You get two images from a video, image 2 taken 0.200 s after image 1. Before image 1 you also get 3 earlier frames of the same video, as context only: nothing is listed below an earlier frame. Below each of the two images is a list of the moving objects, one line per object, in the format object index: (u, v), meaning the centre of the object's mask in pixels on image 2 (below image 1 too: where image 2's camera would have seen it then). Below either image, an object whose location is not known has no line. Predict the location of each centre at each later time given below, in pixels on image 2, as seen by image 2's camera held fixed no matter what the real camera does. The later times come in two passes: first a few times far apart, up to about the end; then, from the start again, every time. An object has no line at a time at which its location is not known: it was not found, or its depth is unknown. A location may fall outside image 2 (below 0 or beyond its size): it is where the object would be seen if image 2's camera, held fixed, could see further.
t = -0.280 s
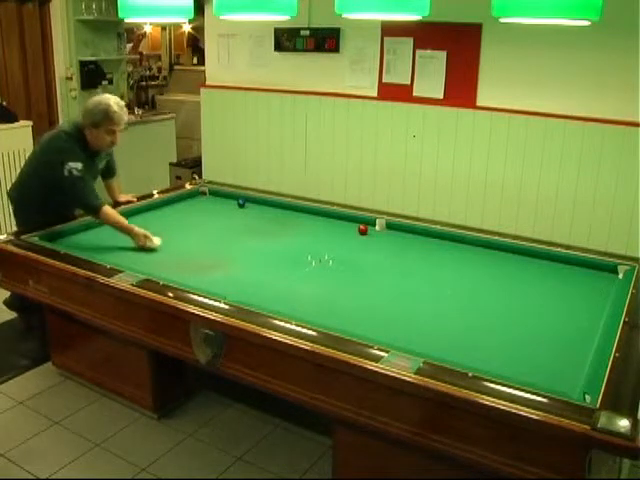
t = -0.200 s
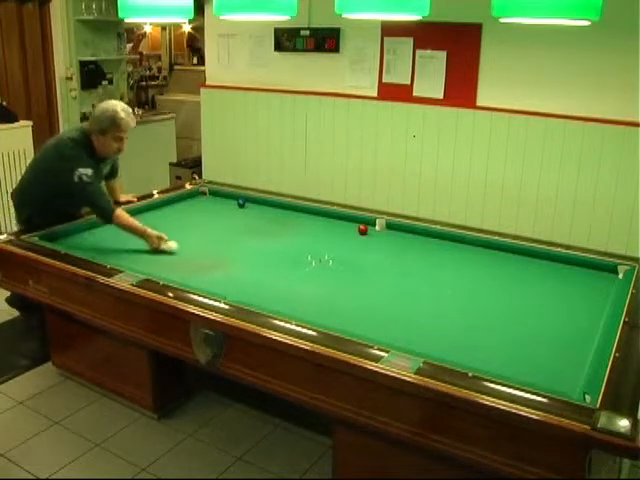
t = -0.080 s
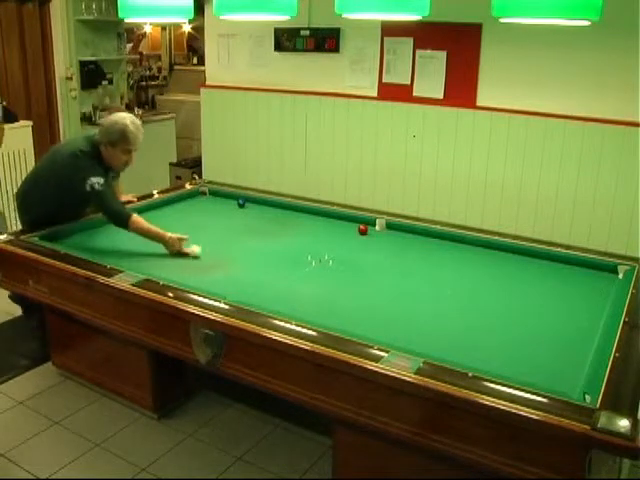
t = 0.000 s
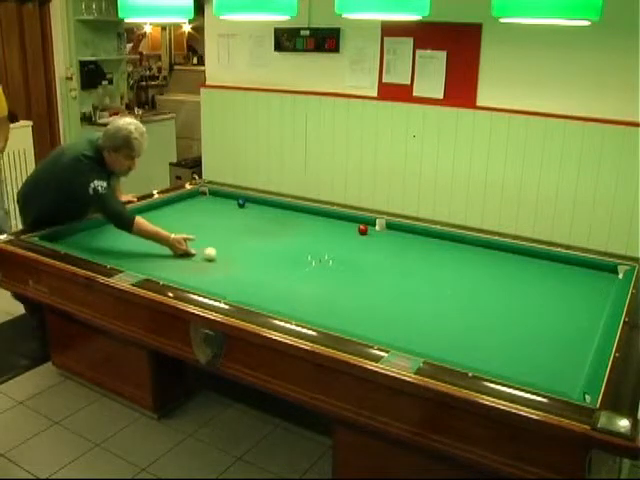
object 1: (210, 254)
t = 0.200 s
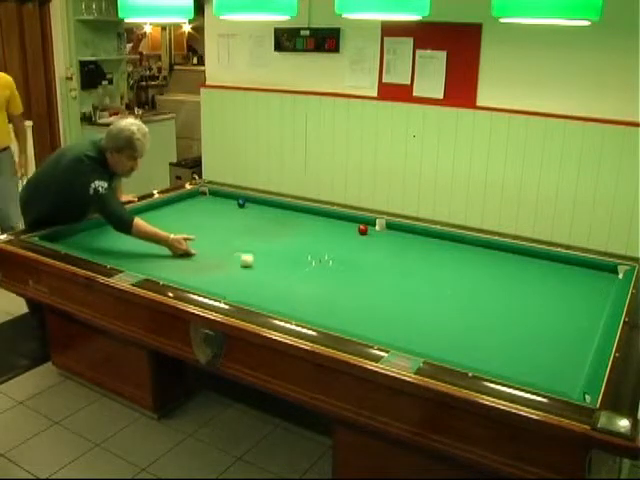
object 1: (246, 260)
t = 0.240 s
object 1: (254, 262)
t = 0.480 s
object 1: (301, 269)
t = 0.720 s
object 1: (350, 278)
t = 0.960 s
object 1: (402, 286)
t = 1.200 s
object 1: (455, 295)
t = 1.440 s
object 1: (510, 304)
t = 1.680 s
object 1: (567, 313)
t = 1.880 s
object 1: (592, 316)
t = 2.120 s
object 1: (557, 306)
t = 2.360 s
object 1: (526, 297)
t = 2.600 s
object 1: (497, 289)
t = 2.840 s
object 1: (470, 281)
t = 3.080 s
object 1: (444, 274)
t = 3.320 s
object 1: (421, 267)
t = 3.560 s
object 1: (399, 261)
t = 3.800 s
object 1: (379, 254)
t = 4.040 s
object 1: (359, 248)
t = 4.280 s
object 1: (341, 244)
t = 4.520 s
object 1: (325, 239)
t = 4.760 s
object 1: (309, 234)
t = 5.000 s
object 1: (294, 230)
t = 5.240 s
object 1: (280, 226)
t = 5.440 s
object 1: (269, 223)
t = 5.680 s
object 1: (257, 220)
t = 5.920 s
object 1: (245, 216)
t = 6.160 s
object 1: (235, 213)
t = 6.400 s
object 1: (225, 211)
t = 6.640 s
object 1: (215, 208)
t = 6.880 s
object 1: (206, 205)
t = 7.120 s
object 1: (198, 203)
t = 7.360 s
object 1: (190, 201)
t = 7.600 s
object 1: (183, 199)
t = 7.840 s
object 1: (185, 199)
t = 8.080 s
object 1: (190, 199)
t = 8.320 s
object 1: (195, 200)
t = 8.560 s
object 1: (199, 200)
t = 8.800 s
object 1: (203, 201)
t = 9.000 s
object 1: (206, 201)
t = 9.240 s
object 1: (209, 202)
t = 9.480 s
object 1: (212, 202)
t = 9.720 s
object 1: (215, 202)
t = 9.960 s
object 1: (217, 202)
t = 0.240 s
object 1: (254, 262)
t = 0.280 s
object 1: (262, 263)
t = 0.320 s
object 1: (269, 264)
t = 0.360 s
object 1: (277, 265)
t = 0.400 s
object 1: (285, 267)
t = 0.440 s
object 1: (293, 268)
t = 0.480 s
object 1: (301, 269)
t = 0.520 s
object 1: (309, 271)
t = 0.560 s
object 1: (317, 272)
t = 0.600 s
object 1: (326, 273)
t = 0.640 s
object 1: (334, 275)
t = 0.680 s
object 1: (342, 276)
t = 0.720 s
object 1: (350, 278)
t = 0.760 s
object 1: (359, 279)
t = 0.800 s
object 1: (367, 280)
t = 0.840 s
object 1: (376, 282)
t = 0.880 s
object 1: (384, 283)
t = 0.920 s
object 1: (393, 285)
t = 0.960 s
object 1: (402, 286)
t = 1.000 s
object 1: (410, 288)
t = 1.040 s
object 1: (419, 289)
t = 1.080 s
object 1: (428, 290)
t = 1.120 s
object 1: (437, 292)
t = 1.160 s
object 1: (446, 294)
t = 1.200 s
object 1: (455, 295)
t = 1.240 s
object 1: (464, 297)
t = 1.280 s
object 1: (472, 298)
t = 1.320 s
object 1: (482, 300)
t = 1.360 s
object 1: (491, 301)
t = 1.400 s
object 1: (501, 302)
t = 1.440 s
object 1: (510, 304)
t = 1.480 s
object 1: (519, 305)
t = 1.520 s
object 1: (528, 307)
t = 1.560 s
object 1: (538, 308)
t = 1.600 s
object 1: (548, 310)
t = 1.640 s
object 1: (557, 311)
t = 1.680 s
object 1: (567, 313)
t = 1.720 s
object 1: (576, 314)
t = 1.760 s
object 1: (585, 316)
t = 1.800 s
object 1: (595, 318)
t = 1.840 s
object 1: (598, 318)
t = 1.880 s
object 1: (592, 316)
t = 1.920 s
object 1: (584, 314)
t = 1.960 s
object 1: (579, 312)
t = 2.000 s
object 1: (573, 311)
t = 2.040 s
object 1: (568, 309)
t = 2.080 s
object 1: (562, 308)
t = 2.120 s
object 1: (557, 306)
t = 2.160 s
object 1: (552, 305)
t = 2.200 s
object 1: (546, 303)
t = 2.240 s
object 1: (541, 302)
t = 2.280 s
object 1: (536, 300)
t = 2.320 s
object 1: (531, 299)
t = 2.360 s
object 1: (526, 297)
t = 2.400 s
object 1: (520, 296)
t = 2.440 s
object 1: (516, 295)
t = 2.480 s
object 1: (511, 293)
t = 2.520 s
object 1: (507, 292)
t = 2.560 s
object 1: (502, 290)
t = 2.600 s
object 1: (497, 289)
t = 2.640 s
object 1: (492, 288)
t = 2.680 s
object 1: (488, 286)
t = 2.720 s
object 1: (483, 285)
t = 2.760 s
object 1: (479, 284)
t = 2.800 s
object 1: (474, 282)
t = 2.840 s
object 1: (470, 281)
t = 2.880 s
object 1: (465, 280)
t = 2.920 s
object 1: (461, 279)
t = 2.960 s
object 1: (457, 277)
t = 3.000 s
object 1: (453, 276)
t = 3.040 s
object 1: (449, 275)
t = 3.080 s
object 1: (444, 274)
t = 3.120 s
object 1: (441, 272)
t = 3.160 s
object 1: (437, 271)
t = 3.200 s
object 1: (432, 270)
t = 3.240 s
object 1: (429, 269)
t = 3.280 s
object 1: (425, 268)
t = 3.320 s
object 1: (421, 267)
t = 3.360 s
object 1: (417, 266)
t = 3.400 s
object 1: (414, 265)
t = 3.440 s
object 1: (410, 264)
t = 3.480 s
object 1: (406, 262)
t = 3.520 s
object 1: (403, 262)
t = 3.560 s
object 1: (399, 261)
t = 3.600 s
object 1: (396, 260)
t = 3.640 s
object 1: (392, 259)
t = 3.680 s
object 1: (389, 258)
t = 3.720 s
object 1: (385, 256)
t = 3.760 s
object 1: (382, 255)
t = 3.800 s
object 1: (379, 254)
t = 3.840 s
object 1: (375, 253)
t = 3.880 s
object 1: (372, 252)
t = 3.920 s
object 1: (369, 251)
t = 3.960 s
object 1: (365, 251)
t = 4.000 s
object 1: (362, 249)
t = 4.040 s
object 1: (359, 248)
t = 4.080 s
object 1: (356, 248)
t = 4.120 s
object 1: (353, 247)
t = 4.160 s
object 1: (350, 246)
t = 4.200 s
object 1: (348, 246)
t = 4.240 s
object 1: (344, 245)
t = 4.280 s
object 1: (341, 244)
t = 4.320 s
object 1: (338, 243)
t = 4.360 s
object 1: (335, 242)
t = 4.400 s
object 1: (333, 241)
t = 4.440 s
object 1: (330, 240)
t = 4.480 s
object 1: (327, 240)
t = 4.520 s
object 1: (325, 239)
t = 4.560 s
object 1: (322, 238)
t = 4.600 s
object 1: (319, 237)
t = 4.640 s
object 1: (318, 237)
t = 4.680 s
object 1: (313, 235)
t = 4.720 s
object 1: (311, 235)
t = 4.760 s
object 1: (309, 234)
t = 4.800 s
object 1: (306, 233)
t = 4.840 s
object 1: (304, 233)
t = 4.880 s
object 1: (301, 232)
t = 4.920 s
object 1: (299, 232)
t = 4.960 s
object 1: (296, 231)
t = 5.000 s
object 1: (294, 230)
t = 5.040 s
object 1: (292, 229)
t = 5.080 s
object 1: (289, 229)
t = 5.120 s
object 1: (287, 229)
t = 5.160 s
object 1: (284, 228)
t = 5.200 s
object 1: (282, 227)
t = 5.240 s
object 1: (280, 226)
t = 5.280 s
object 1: (279, 226)
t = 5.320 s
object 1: (276, 225)
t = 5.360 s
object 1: (273, 224)
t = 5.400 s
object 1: (271, 223)
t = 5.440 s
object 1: (269, 223)
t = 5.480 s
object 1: (267, 222)
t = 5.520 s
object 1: (265, 222)
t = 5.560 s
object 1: (263, 221)
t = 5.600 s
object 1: (261, 221)
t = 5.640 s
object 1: (260, 220)
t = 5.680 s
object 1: (257, 220)
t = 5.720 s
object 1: (255, 219)
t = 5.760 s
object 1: (253, 219)
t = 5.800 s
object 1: (251, 218)
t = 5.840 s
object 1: (249, 217)
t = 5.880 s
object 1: (247, 217)
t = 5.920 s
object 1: (245, 216)
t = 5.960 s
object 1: (244, 216)
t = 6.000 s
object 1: (242, 215)
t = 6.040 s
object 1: (240, 215)
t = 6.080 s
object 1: (238, 214)
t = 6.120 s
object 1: (237, 214)
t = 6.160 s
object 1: (235, 213)
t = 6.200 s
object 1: (233, 213)
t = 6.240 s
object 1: (232, 213)
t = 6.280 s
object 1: (230, 212)
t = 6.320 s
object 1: (228, 211)
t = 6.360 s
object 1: (227, 211)
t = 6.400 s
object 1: (225, 211)
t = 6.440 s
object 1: (223, 210)
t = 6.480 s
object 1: (222, 210)
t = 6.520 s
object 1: (220, 209)
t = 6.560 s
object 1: (218, 208)
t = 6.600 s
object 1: (217, 208)
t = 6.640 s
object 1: (215, 208)
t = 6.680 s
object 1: (214, 207)
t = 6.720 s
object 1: (212, 207)
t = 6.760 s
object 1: (211, 207)
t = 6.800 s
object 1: (209, 206)
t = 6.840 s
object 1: (208, 206)
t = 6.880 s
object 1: (206, 205)
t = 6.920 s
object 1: (206, 205)
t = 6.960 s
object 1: (204, 205)
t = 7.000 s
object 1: (202, 204)
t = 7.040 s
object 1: (201, 204)
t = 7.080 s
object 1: (199, 204)
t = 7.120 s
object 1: (198, 203)
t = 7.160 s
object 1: (197, 203)
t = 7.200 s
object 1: (196, 202)
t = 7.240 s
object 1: (194, 202)
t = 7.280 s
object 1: (192, 201)
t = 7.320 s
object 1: (191, 201)
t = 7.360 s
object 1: (190, 201)
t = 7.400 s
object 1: (189, 201)
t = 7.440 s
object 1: (188, 200)
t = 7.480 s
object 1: (186, 200)
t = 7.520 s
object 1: (185, 199)
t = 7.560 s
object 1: (184, 199)
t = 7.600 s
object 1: (183, 199)
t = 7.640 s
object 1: (182, 198)
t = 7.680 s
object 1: (182, 198)
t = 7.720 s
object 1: (183, 199)
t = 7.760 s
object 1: (184, 199)
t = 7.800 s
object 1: (184, 198)
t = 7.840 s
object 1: (185, 199)
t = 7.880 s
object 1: (186, 199)
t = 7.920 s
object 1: (187, 199)
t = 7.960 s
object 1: (187, 199)
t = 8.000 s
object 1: (189, 199)
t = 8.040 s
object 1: (189, 199)
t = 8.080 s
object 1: (190, 199)
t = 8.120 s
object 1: (191, 199)
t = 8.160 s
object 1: (191, 199)
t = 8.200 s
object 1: (192, 200)
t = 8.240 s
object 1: (193, 200)
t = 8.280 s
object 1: (194, 200)
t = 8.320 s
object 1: (195, 200)
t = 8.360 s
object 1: (196, 200)
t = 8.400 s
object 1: (196, 200)
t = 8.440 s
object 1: (197, 200)
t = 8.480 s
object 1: (198, 200)
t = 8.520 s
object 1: (198, 200)
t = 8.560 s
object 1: (199, 200)
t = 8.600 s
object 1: (200, 200)
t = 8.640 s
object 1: (201, 200)
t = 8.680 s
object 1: (201, 200)
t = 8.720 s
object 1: (202, 201)
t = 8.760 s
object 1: (202, 201)
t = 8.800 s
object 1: (203, 201)
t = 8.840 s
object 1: (204, 201)
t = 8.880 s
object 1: (204, 201)
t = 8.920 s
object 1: (205, 201)
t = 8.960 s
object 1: (206, 201)
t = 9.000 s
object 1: (206, 201)
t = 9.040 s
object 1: (207, 201)
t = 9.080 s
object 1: (207, 201)
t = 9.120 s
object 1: (207, 201)
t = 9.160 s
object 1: (208, 201)
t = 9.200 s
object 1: (209, 201)
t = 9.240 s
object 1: (209, 202)
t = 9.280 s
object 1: (210, 202)
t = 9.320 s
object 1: (210, 202)
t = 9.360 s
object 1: (211, 202)
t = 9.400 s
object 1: (212, 202)
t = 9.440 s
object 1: (212, 202)
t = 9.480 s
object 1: (212, 202)
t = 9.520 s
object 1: (212, 202)
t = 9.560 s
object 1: (213, 202)
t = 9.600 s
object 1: (214, 202)
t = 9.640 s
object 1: (214, 202)
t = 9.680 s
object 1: (215, 202)
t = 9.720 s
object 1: (215, 202)
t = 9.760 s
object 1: (216, 202)
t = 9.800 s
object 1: (216, 202)
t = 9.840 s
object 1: (216, 202)
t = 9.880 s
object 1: (216, 202)
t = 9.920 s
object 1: (217, 202)
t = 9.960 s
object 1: (217, 202)
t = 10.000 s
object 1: (217, 203)
